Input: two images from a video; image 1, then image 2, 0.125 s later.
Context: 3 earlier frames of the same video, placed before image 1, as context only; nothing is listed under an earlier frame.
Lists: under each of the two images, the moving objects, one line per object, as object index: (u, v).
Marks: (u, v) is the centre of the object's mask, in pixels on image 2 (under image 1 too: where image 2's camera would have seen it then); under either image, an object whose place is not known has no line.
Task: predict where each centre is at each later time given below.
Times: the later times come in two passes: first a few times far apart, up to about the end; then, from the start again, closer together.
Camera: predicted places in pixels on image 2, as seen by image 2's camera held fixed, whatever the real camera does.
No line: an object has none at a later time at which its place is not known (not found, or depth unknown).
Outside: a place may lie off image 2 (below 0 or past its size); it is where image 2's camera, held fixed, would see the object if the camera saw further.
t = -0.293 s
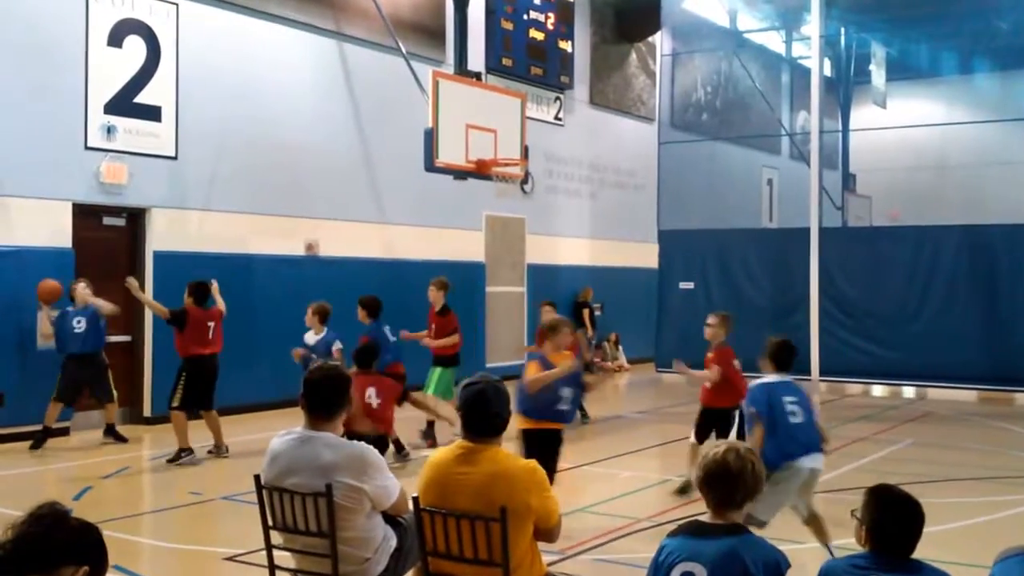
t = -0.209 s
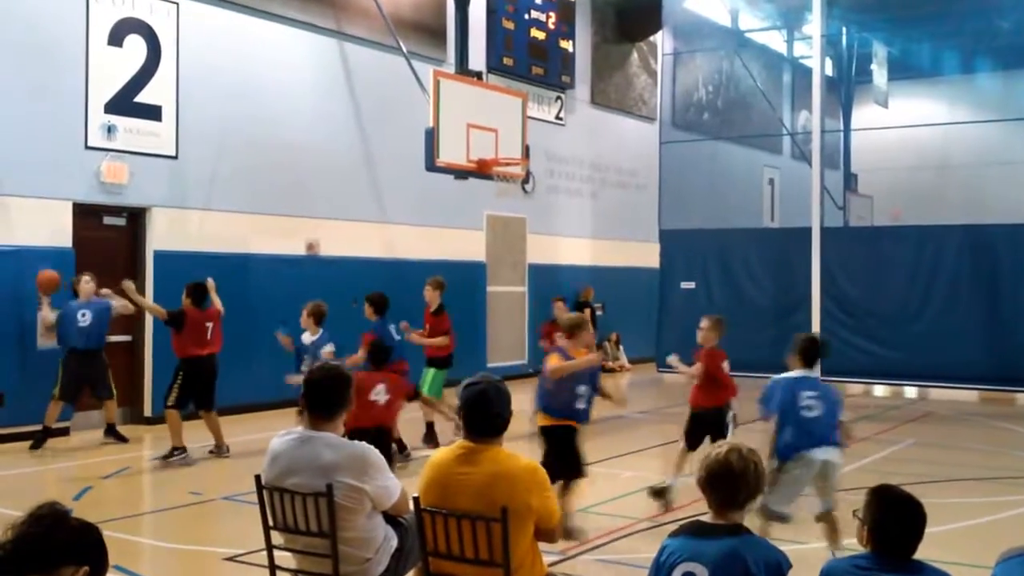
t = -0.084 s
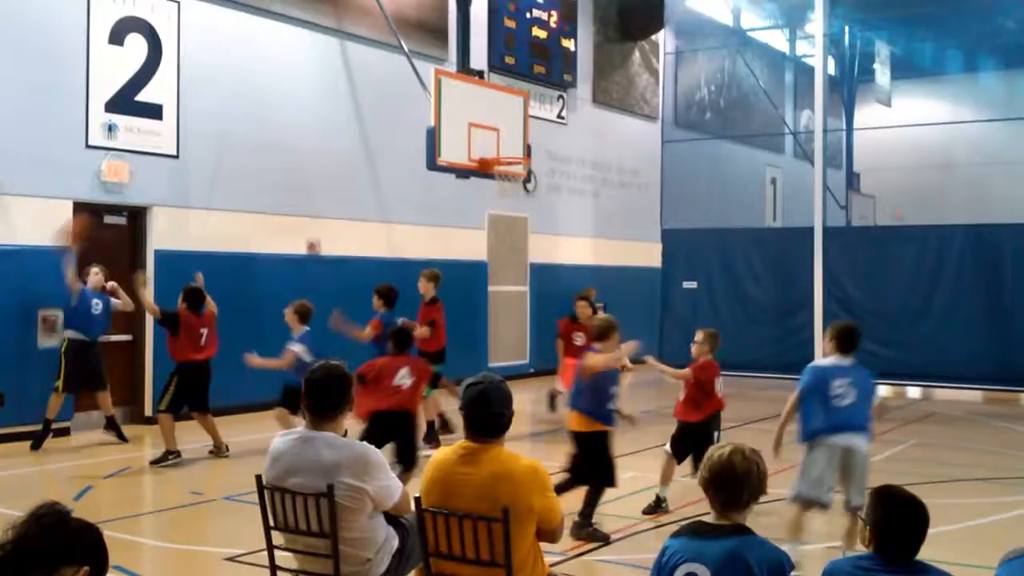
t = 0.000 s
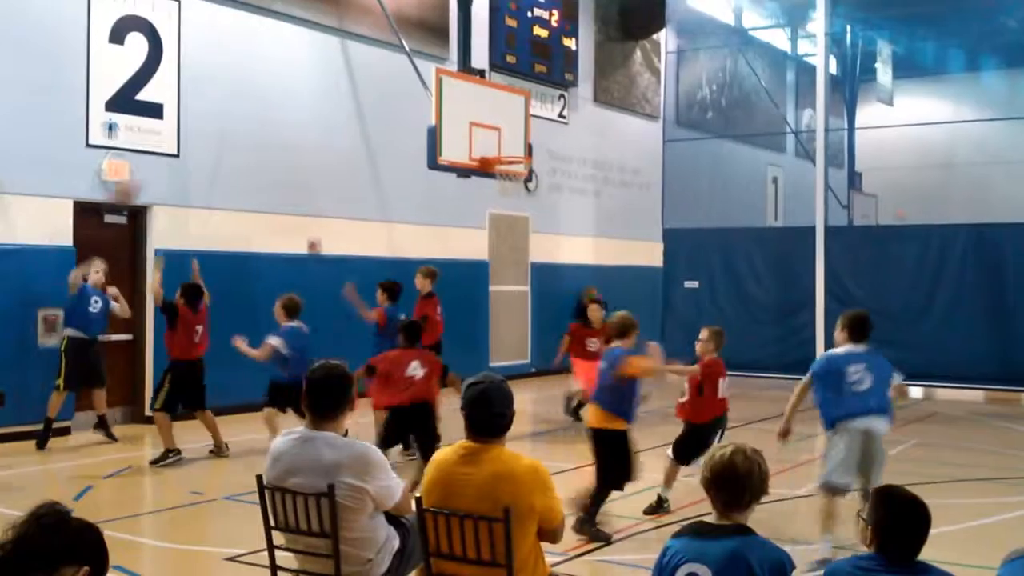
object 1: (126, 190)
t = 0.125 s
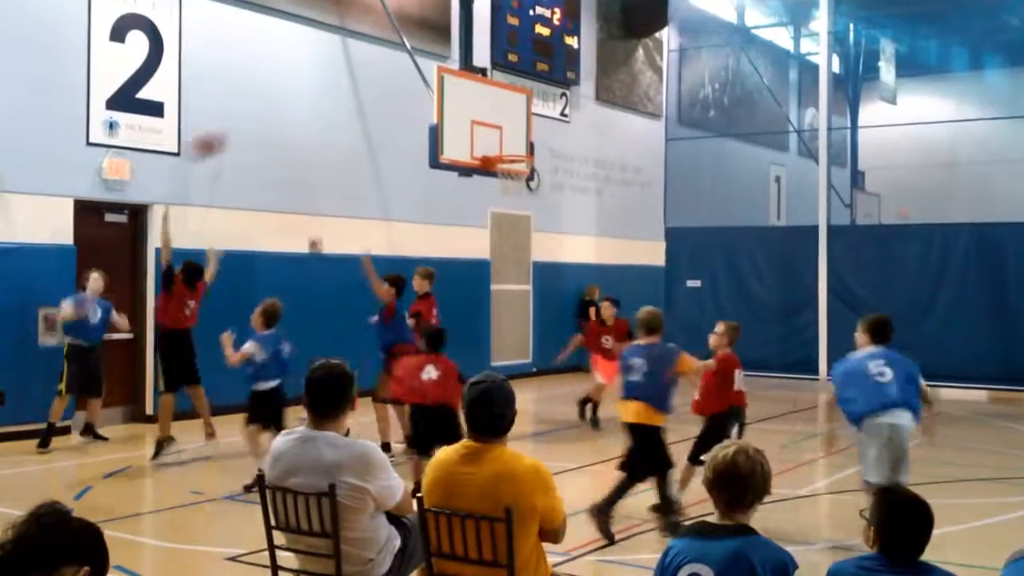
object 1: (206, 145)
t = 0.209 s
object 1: (266, 120)
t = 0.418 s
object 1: (424, 90)
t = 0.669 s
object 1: (679, 121)
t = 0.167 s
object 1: (236, 132)
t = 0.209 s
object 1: (266, 120)
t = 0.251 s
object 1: (297, 111)
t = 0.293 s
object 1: (330, 102)
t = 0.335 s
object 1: (363, 96)
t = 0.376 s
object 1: (397, 92)
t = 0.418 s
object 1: (424, 90)
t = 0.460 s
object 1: (470, 90)
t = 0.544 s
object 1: (547, 92)
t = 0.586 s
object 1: (583, 97)
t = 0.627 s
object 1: (630, 104)
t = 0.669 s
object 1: (679, 121)
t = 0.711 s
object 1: (720, 132)
